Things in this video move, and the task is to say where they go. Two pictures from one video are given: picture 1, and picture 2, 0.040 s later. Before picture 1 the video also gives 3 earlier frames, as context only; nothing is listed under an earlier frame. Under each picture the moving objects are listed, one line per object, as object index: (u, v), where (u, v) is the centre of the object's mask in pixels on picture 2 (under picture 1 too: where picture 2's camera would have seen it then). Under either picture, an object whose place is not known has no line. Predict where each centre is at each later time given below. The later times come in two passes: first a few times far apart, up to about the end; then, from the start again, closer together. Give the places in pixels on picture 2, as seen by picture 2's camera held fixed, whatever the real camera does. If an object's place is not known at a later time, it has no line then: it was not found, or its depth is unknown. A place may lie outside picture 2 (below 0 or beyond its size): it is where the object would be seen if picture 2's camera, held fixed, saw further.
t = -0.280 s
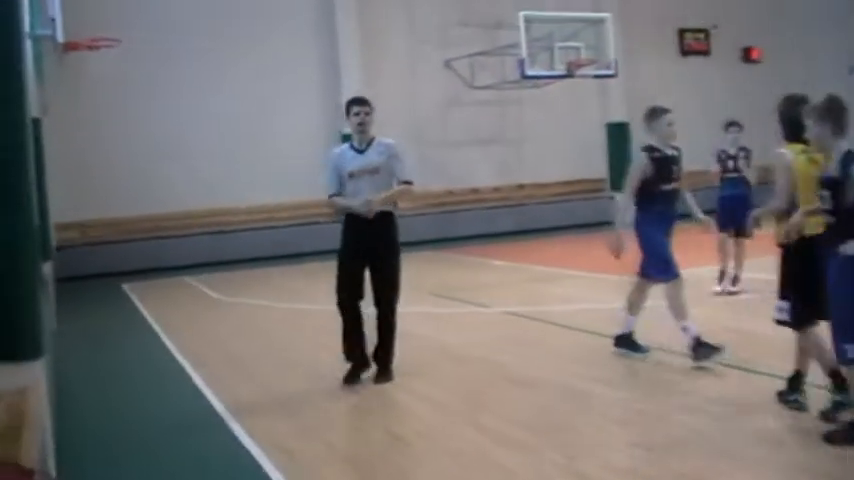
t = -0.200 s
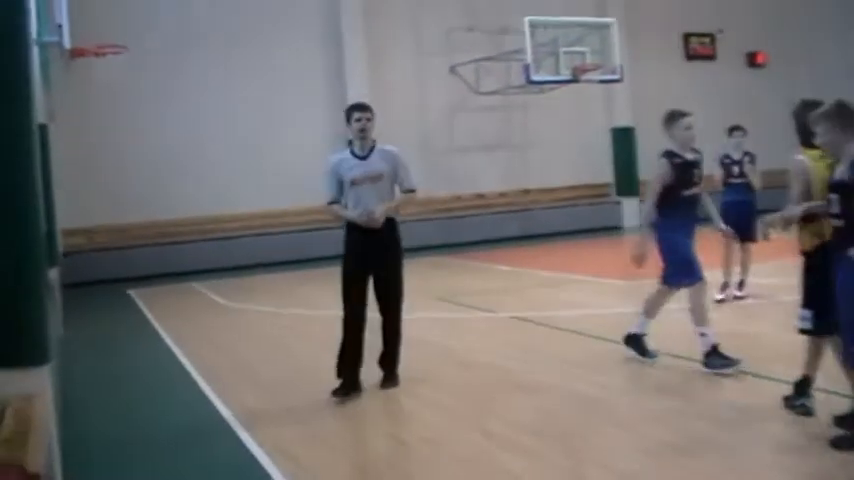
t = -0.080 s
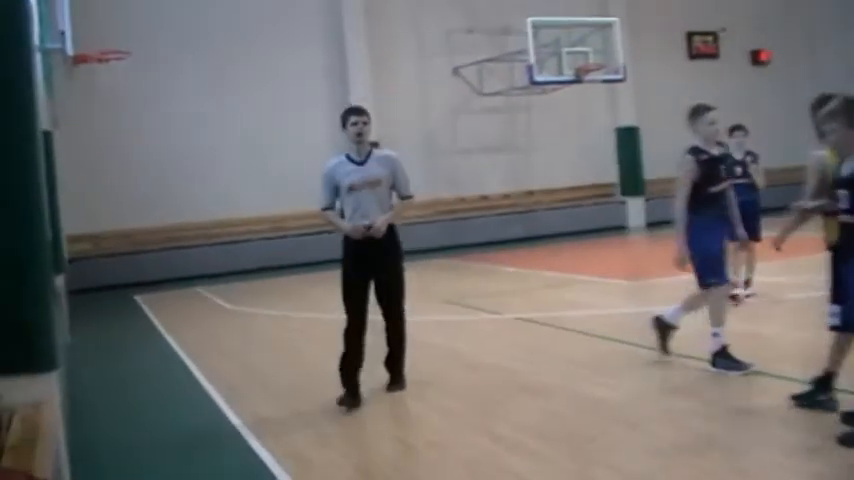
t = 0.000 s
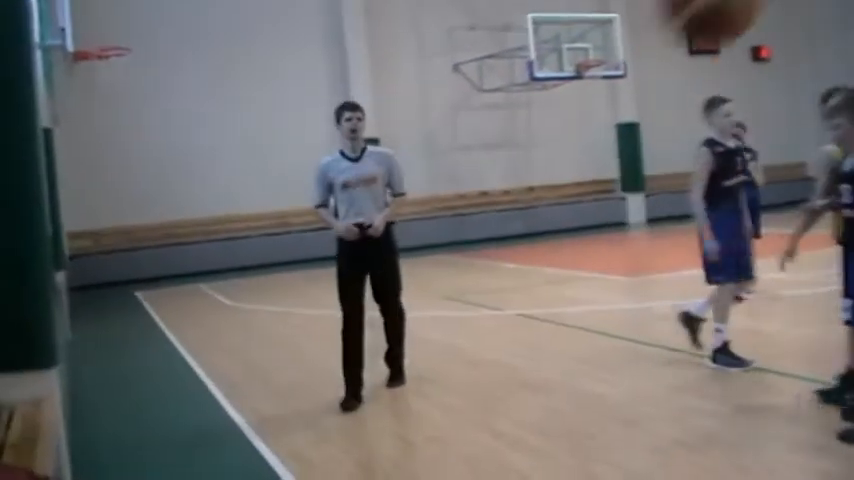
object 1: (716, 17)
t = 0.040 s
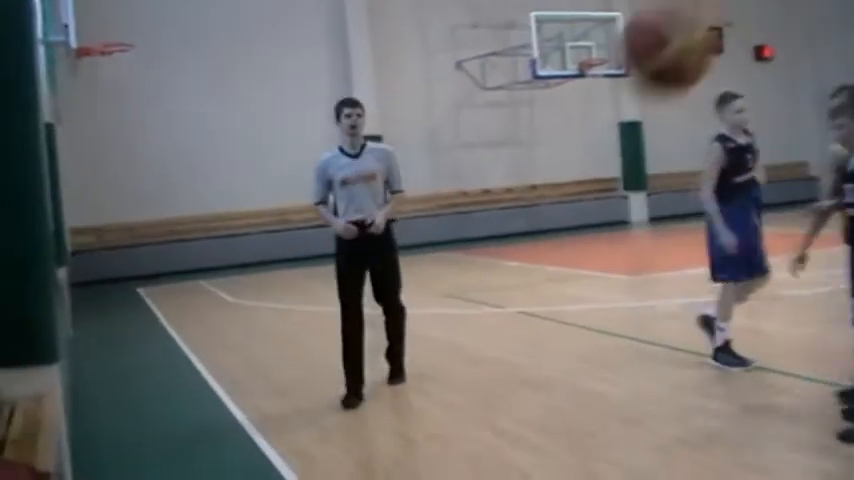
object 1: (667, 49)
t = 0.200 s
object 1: (527, 260)
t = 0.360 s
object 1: (444, 453)
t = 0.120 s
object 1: (588, 152)
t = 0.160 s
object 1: (556, 203)
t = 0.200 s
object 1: (527, 260)
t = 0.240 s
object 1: (503, 306)
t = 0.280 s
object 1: (481, 354)
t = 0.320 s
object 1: (462, 404)
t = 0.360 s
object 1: (444, 453)
